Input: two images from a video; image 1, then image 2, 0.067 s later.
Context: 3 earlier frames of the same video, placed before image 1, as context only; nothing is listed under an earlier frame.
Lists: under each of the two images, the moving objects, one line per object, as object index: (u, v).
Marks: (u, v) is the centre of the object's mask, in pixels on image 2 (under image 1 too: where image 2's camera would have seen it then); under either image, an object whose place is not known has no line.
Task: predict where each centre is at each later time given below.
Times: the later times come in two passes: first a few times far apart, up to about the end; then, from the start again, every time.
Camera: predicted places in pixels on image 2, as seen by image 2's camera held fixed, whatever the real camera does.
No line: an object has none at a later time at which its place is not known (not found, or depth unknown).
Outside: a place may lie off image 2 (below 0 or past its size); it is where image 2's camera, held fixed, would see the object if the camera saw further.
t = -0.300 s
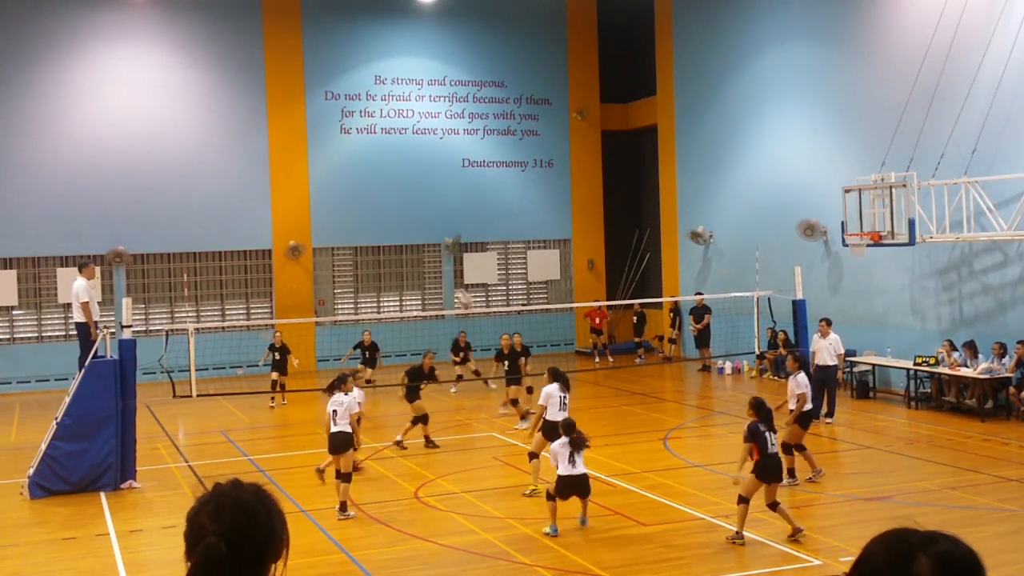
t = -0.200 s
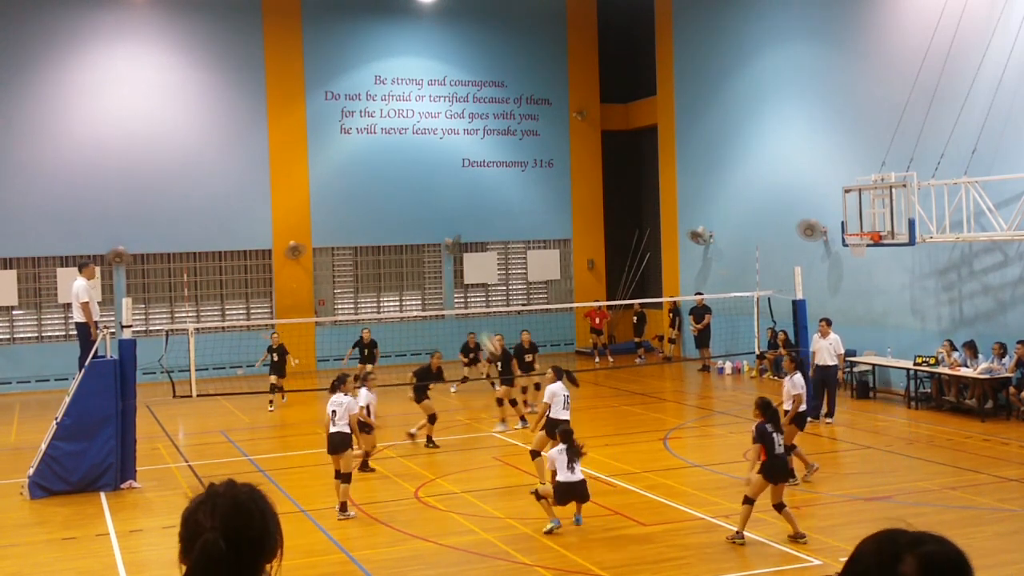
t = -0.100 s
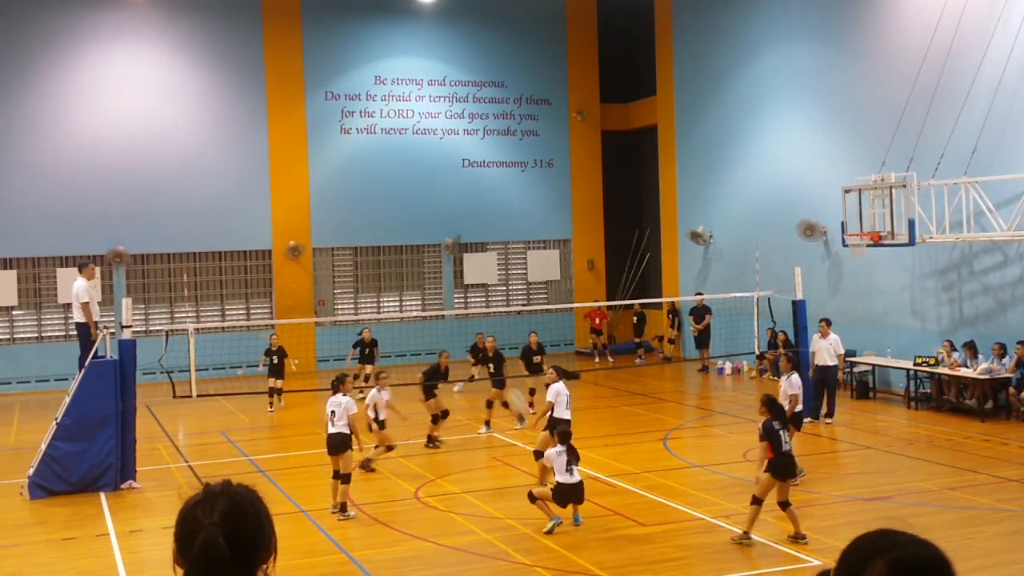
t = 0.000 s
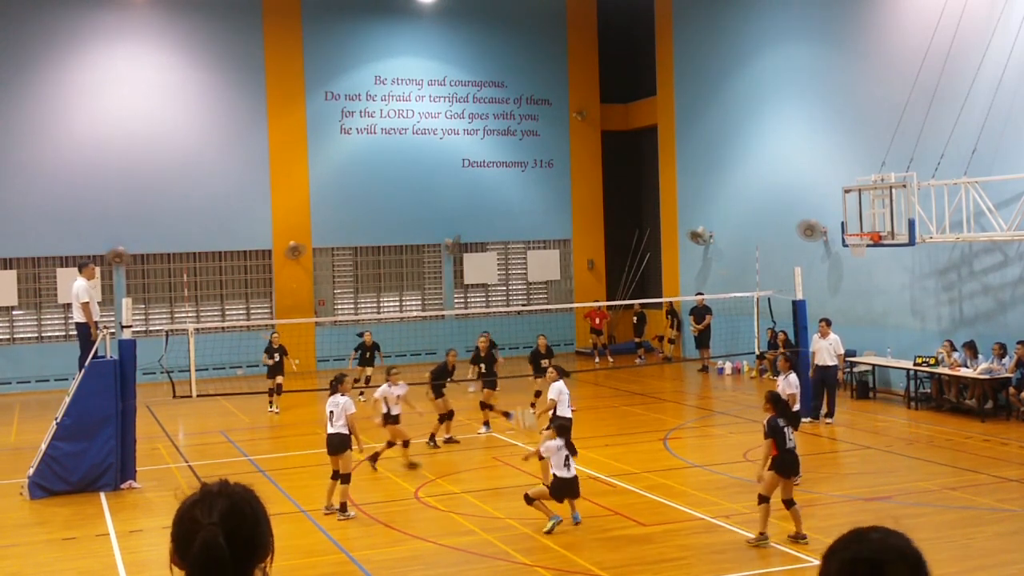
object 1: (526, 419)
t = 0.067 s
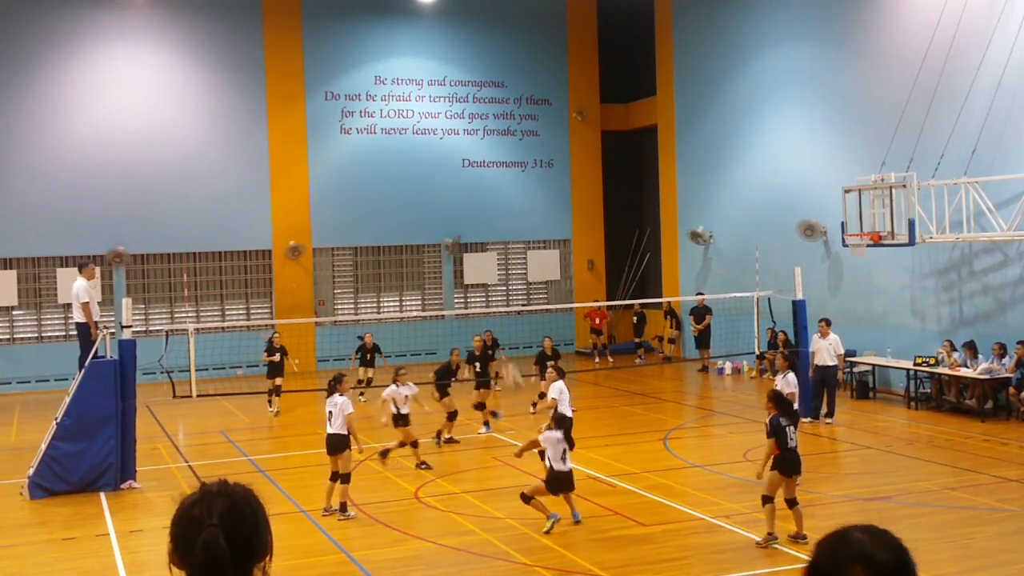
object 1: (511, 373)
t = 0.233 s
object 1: (479, 287)
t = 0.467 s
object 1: (437, 204)
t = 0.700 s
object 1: (398, 166)
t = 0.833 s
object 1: (376, 165)
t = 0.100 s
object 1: (505, 356)
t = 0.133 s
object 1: (500, 338)
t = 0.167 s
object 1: (494, 321)
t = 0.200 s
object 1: (486, 304)
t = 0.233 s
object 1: (479, 287)
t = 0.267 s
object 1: (472, 273)
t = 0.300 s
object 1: (465, 258)
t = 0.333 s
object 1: (460, 245)
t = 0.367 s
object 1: (454, 235)
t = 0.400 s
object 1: (449, 223)
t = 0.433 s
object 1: (442, 213)
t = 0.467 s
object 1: (437, 204)
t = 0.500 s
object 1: (431, 196)
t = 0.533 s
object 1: (425, 188)
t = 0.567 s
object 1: (419, 182)
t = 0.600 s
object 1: (414, 177)
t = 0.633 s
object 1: (408, 172)
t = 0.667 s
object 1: (403, 169)
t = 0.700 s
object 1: (398, 166)
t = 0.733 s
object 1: (392, 164)
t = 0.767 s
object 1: (386, 164)
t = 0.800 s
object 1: (381, 164)
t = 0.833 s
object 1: (376, 165)
